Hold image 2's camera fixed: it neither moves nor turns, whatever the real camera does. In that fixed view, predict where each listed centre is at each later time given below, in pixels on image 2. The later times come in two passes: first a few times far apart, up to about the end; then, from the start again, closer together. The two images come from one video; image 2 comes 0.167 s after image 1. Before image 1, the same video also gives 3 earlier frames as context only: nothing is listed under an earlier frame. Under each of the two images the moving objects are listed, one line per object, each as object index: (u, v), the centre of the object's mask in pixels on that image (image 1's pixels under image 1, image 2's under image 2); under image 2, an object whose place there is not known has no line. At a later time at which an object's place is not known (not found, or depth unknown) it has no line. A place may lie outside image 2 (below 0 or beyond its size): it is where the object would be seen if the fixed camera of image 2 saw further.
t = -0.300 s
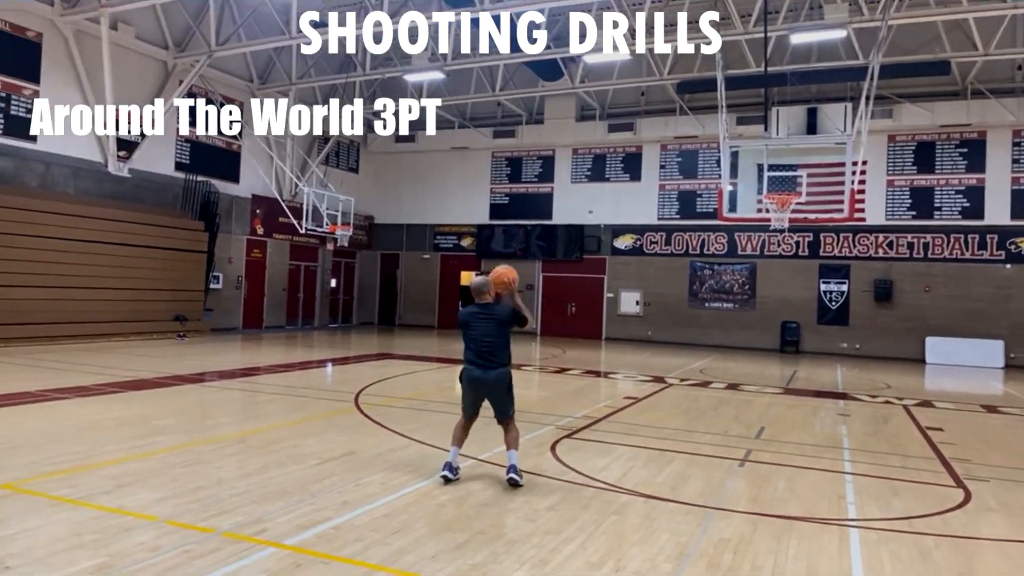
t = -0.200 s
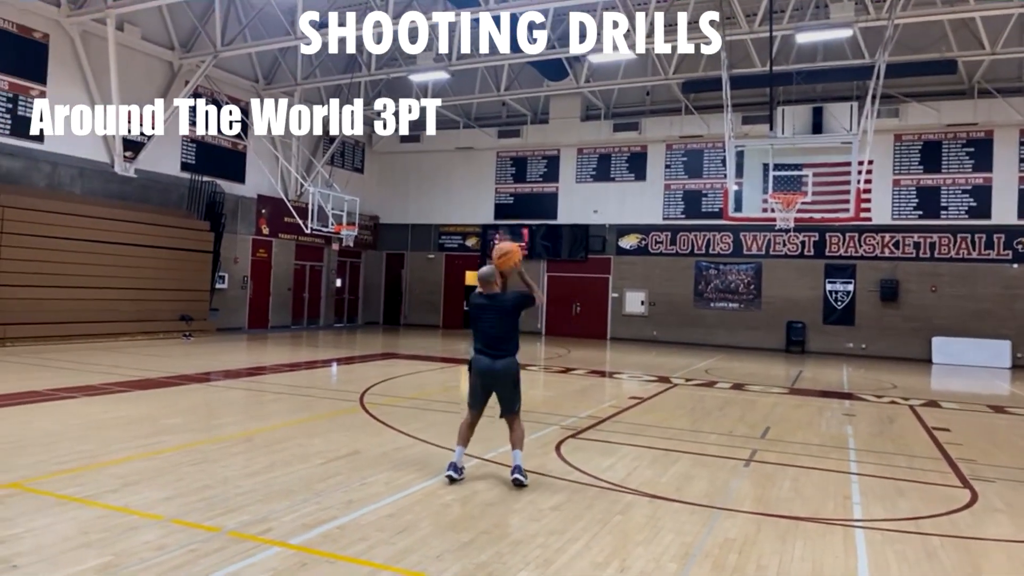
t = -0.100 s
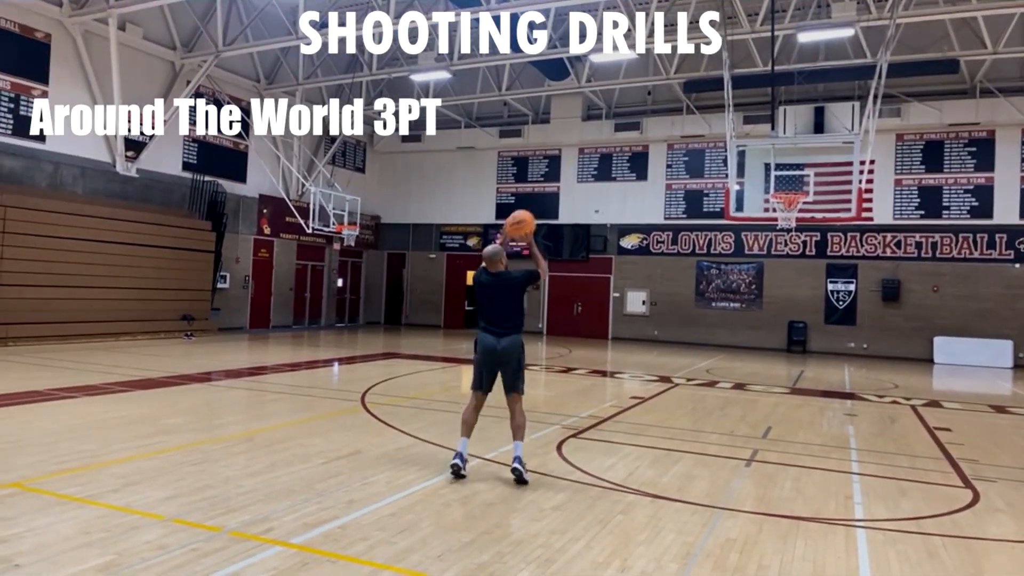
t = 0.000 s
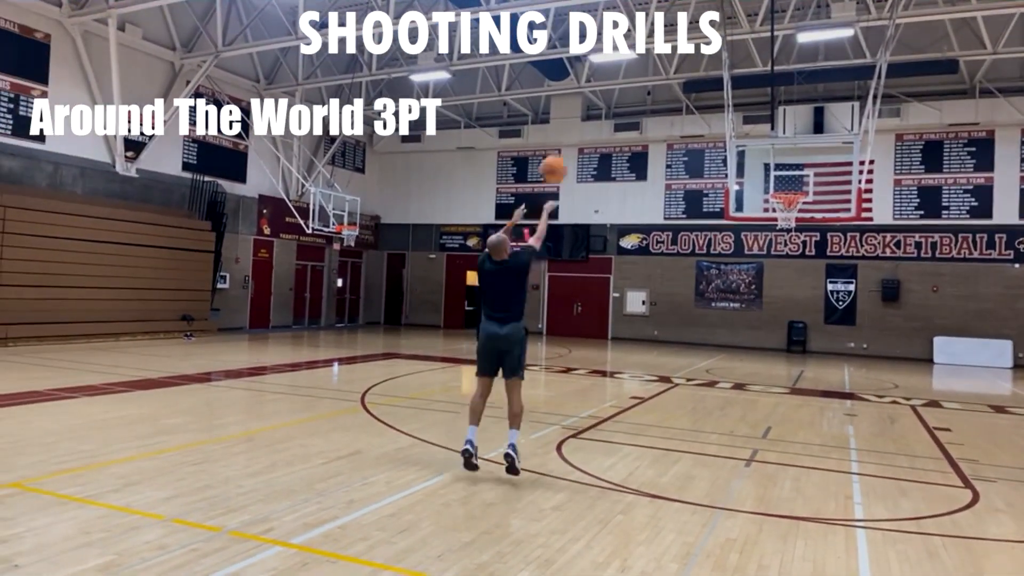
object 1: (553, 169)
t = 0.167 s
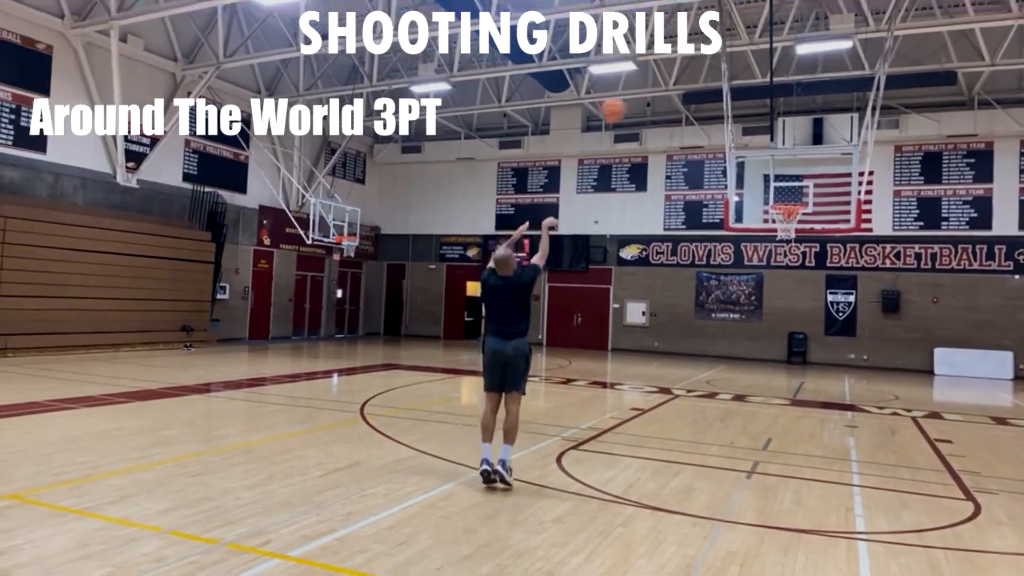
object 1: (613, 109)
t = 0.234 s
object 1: (634, 94)
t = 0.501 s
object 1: (695, 76)
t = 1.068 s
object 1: (790, 195)
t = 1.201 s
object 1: (776, 216)
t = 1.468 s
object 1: (770, 214)
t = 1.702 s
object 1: (766, 251)
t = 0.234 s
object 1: (634, 94)
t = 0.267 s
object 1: (642, 88)
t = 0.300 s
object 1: (653, 83)
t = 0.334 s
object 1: (662, 78)
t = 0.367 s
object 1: (670, 74)
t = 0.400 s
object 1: (680, 74)
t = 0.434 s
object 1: (686, 74)
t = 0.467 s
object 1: (690, 75)
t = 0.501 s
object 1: (695, 76)
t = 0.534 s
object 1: (706, 76)
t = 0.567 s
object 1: (713, 79)
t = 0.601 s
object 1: (718, 82)
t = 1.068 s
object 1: (790, 195)
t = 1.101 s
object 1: (792, 205)
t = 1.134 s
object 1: (790, 211)
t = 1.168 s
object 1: (777, 219)
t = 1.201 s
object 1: (776, 216)
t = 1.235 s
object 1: (770, 216)
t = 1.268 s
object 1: (769, 215)
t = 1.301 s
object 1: (770, 213)
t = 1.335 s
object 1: (769, 212)
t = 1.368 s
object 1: (770, 212)
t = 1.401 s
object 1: (770, 213)
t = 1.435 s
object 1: (770, 212)
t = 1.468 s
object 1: (770, 214)
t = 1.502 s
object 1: (769, 216)
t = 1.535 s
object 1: (769, 222)
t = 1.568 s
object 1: (769, 226)
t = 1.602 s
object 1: (769, 231)
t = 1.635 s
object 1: (768, 236)
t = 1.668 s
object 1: (767, 242)
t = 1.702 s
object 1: (766, 251)
